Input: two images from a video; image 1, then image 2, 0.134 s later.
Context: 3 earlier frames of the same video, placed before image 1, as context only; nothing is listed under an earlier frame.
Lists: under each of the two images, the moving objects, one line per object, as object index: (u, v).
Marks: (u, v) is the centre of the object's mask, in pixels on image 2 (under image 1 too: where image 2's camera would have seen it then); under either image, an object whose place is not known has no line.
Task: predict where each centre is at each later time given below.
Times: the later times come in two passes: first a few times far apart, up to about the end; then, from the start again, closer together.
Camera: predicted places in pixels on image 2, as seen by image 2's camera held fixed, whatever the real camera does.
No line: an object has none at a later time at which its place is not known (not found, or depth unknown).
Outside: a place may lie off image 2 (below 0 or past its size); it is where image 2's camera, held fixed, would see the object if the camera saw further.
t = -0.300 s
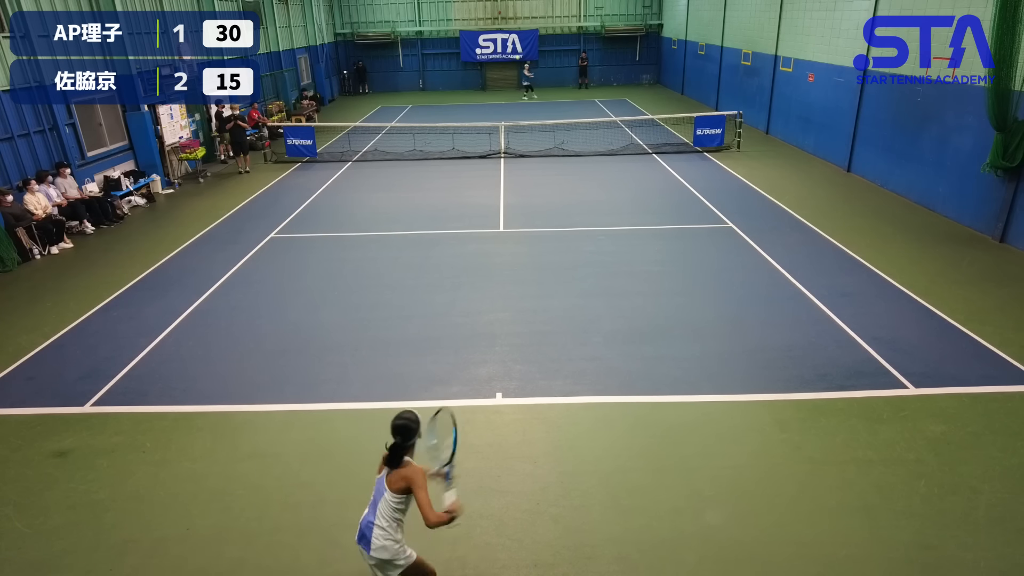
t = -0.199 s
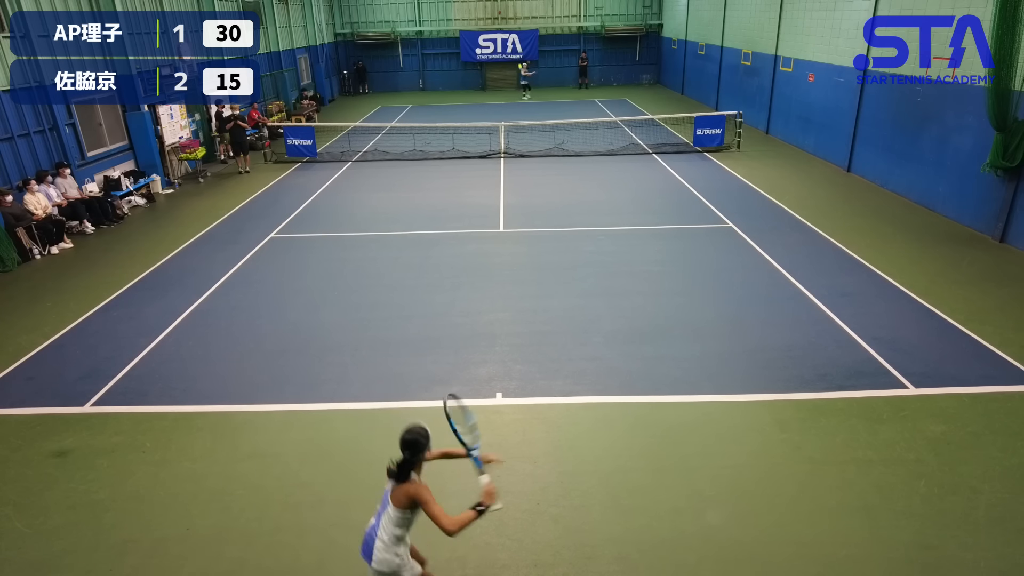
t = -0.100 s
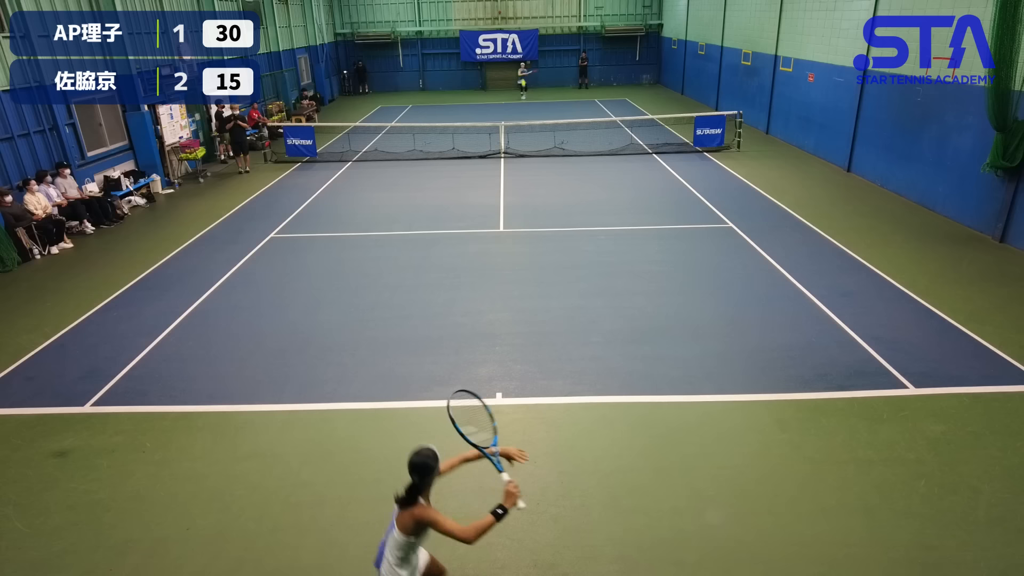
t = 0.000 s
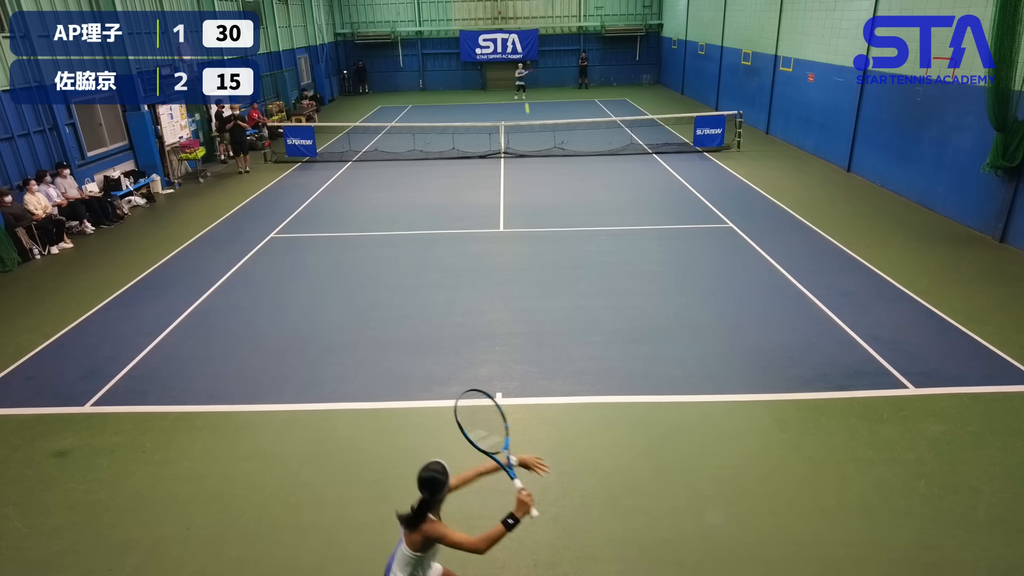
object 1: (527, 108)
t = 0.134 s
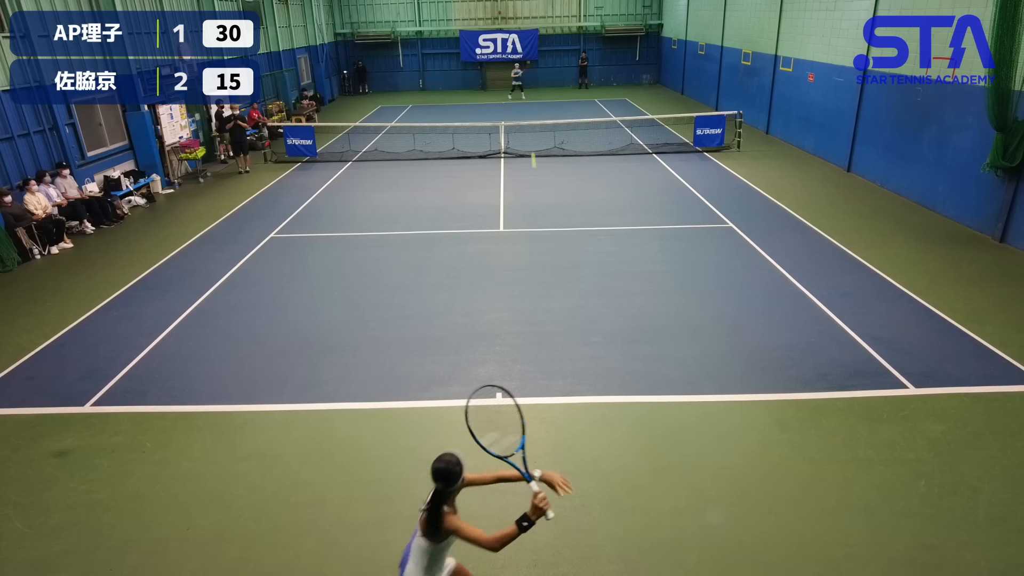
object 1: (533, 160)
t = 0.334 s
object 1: (547, 286)
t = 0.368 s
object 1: (549, 282)
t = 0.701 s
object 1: (588, 282)
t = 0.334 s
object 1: (547, 286)
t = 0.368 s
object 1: (549, 282)
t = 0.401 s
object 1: (552, 278)
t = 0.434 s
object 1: (555, 275)
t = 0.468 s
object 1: (558, 272)
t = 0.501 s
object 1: (561, 270)
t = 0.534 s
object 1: (565, 269)
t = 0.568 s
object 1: (569, 269)
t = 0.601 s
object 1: (573, 270)
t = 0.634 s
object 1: (578, 272)
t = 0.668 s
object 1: (583, 276)
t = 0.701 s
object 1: (588, 282)
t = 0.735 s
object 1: (595, 290)
